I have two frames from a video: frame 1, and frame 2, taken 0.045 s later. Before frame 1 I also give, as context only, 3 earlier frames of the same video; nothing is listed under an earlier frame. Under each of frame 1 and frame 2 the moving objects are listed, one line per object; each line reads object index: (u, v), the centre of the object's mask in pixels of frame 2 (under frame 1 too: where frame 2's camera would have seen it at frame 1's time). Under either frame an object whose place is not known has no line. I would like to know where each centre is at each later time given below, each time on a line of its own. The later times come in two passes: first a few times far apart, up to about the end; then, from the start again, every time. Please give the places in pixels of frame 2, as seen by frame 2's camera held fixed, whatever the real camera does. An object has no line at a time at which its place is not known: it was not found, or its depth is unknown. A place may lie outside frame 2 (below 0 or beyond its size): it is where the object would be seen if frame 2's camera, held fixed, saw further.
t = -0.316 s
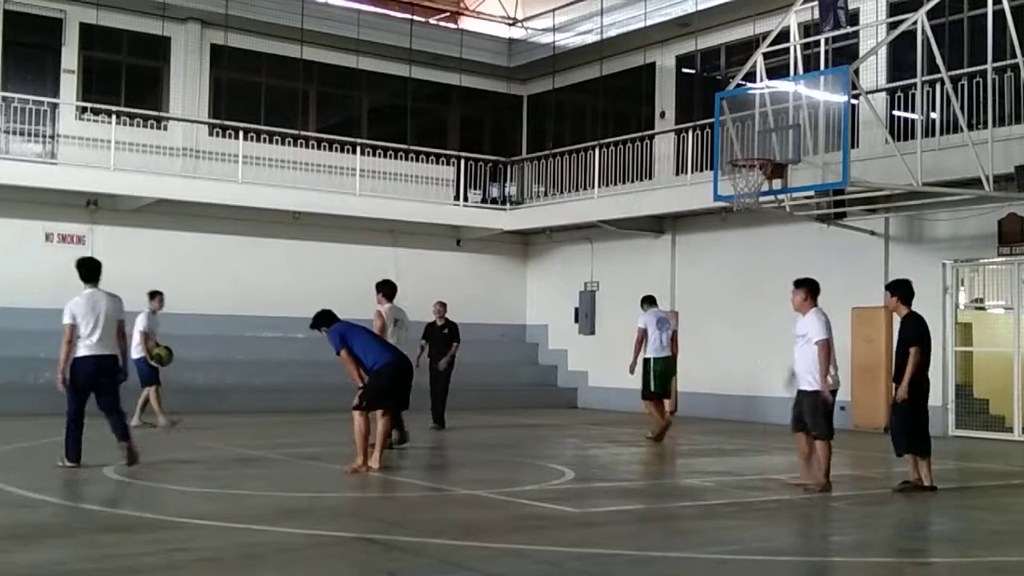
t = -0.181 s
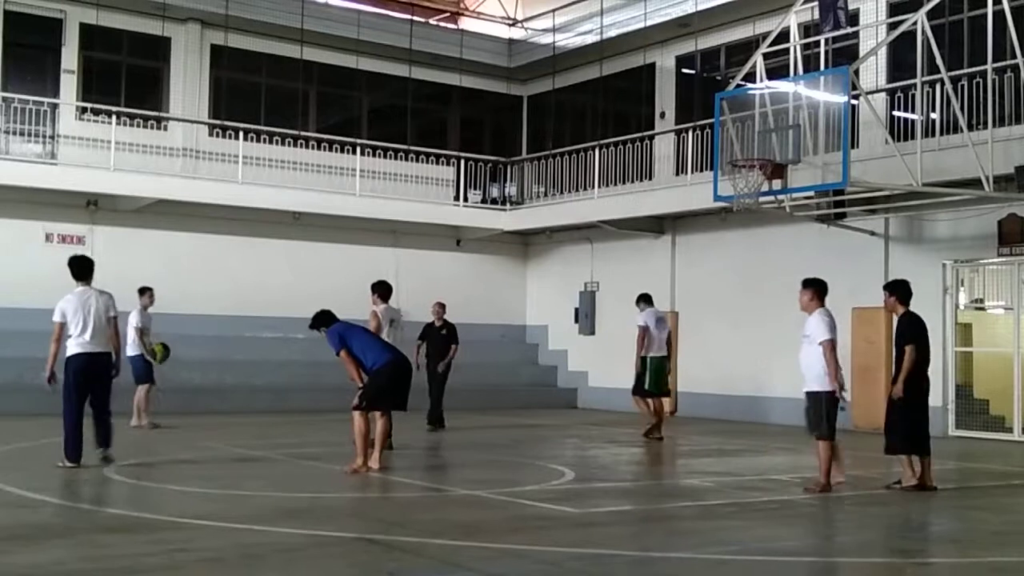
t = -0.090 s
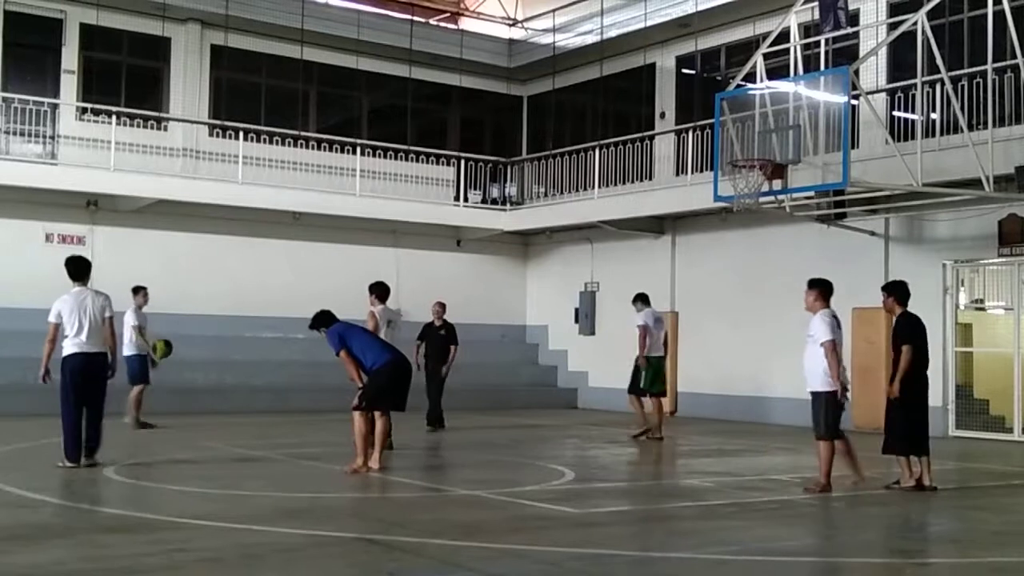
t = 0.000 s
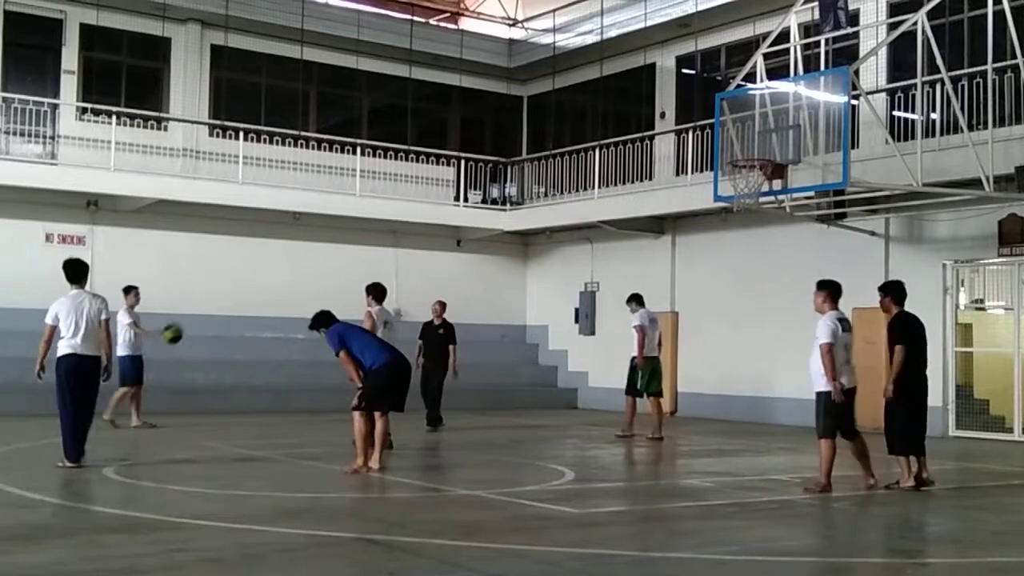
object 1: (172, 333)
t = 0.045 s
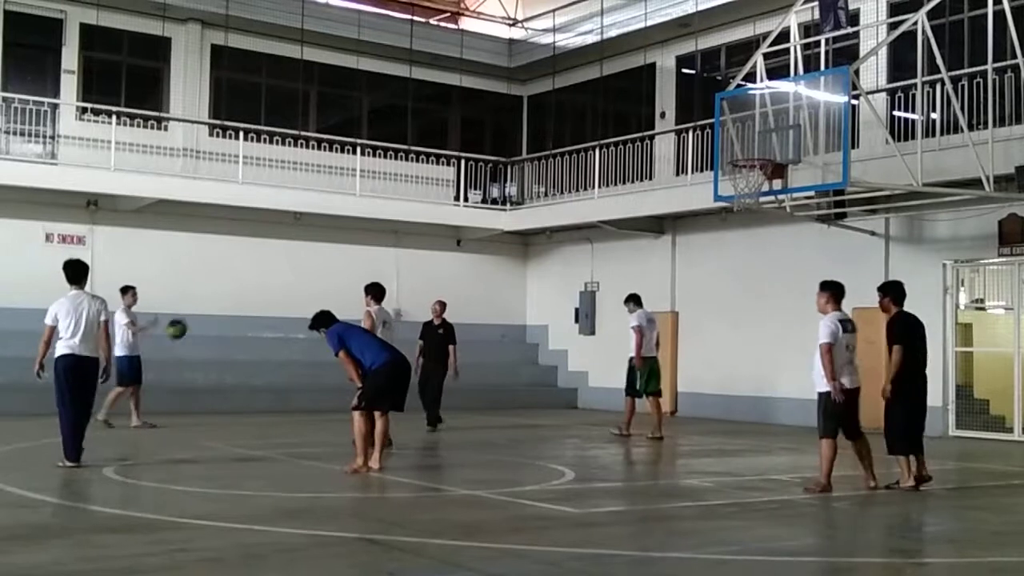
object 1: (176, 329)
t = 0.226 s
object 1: (193, 321)
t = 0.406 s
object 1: (215, 343)
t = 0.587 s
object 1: (234, 388)
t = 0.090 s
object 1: (181, 324)
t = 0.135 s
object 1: (186, 322)
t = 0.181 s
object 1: (190, 321)
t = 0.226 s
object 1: (193, 321)
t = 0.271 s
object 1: (197, 323)
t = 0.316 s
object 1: (205, 330)
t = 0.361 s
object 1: (211, 336)
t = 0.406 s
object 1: (215, 343)
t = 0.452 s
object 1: (220, 352)
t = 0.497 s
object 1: (224, 362)
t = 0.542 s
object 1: (226, 372)
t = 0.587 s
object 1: (234, 388)
